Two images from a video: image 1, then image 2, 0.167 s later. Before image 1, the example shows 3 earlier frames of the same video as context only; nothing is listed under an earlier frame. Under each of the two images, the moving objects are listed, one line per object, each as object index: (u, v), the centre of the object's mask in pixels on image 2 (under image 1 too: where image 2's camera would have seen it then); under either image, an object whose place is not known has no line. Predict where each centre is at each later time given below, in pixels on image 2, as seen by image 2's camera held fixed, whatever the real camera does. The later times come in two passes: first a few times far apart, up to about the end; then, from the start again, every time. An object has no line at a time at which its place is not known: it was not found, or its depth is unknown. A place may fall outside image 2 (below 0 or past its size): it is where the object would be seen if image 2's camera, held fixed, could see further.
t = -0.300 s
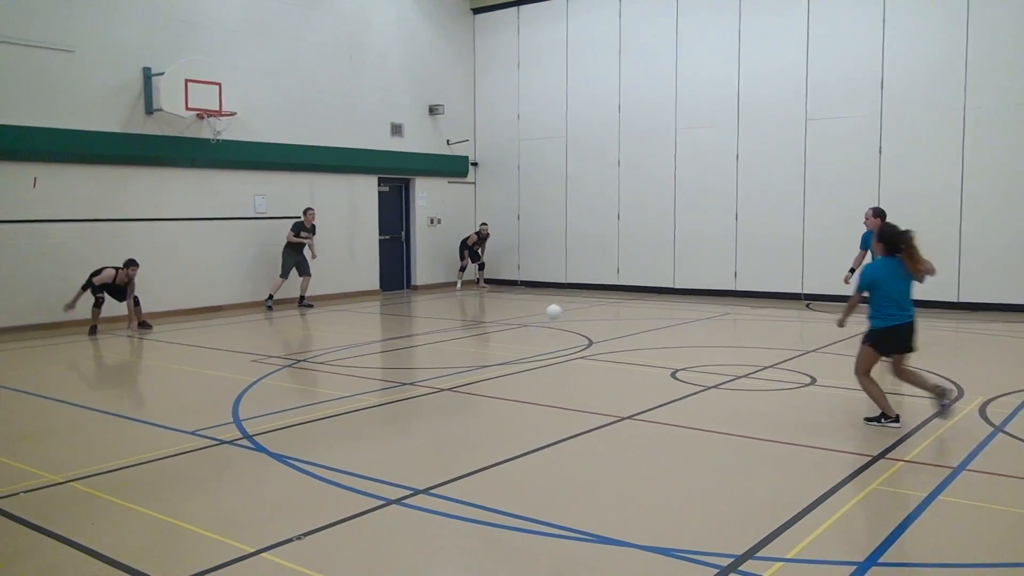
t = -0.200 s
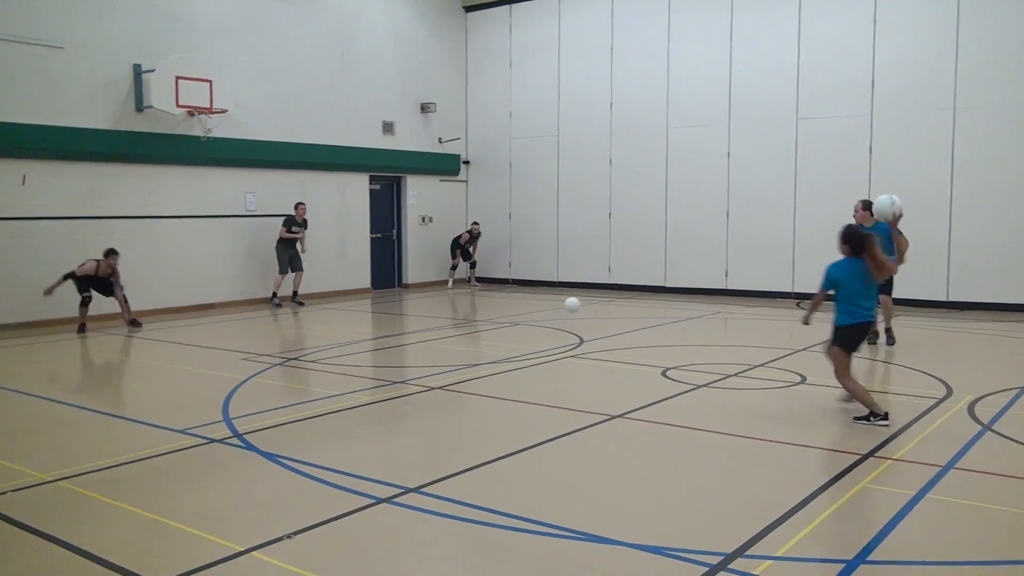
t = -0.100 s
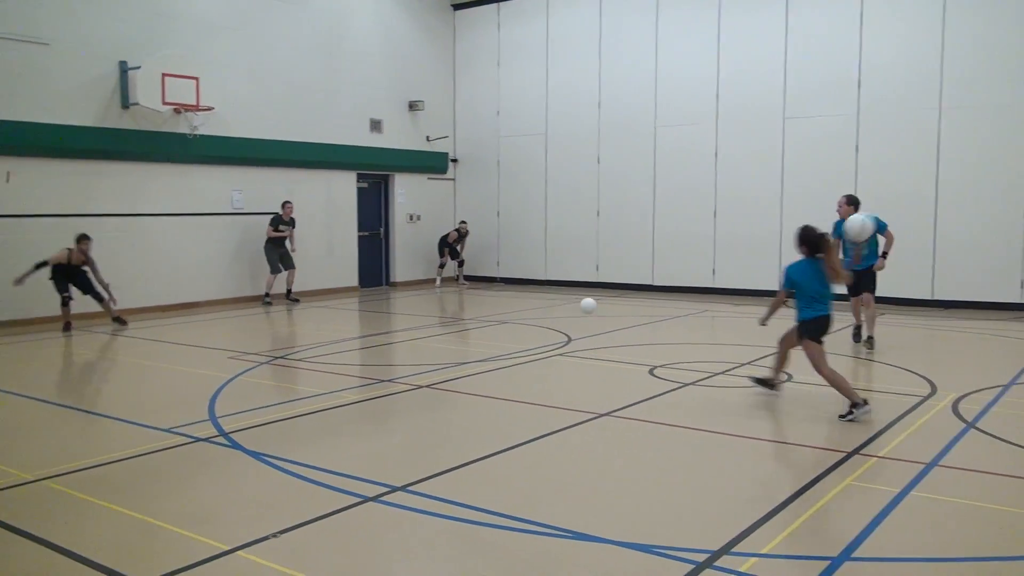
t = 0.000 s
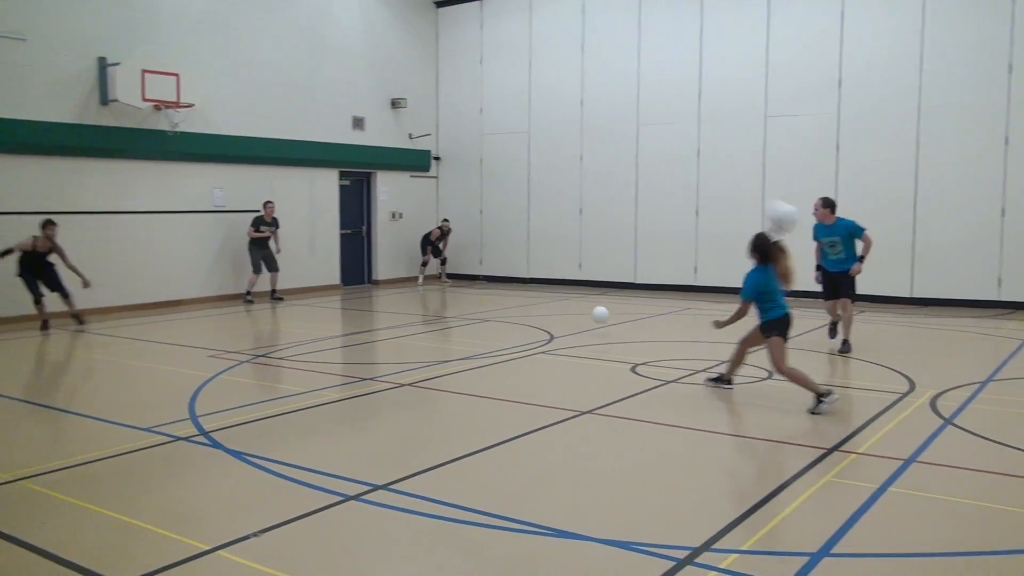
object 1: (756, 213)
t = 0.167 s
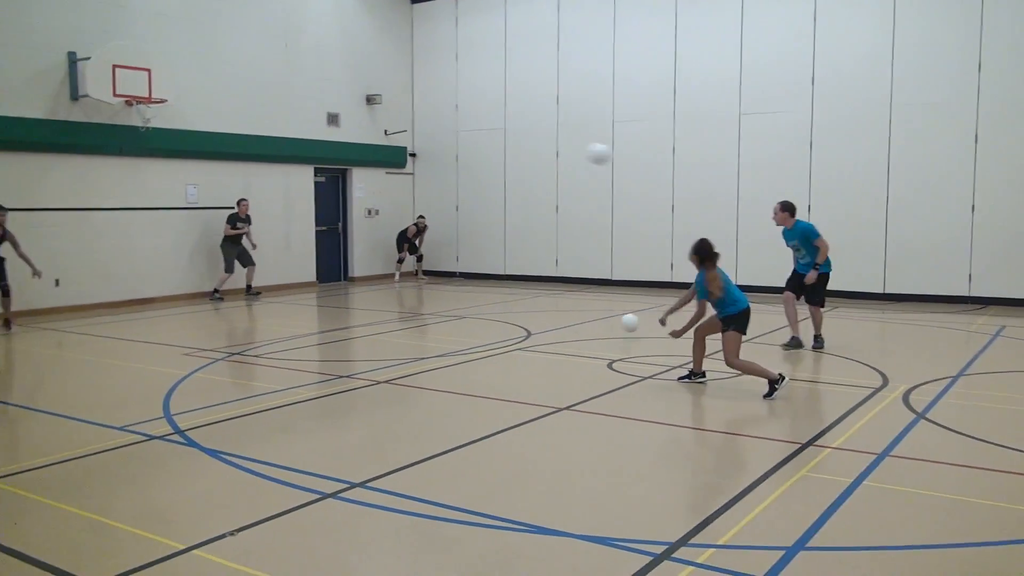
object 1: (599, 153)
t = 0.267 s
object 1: (529, 143)
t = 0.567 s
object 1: (389, 171)
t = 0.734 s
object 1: (337, 211)
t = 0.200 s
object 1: (574, 148)
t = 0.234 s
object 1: (551, 144)
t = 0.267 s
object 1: (529, 143)
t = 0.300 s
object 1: (510, 143)
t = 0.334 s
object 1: (491, 143)
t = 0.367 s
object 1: (474, 145)
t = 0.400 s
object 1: (457, 147)
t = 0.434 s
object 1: (442, 151)
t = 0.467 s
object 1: (427, 154)
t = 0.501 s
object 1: (413, 159)
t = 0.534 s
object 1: (400, 164)
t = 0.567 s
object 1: (389, 171)
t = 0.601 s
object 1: (378, 176)
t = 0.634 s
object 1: (366, 185)
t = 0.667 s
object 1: (356, 193)
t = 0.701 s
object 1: (346, 203)
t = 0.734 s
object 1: (337, 211)
